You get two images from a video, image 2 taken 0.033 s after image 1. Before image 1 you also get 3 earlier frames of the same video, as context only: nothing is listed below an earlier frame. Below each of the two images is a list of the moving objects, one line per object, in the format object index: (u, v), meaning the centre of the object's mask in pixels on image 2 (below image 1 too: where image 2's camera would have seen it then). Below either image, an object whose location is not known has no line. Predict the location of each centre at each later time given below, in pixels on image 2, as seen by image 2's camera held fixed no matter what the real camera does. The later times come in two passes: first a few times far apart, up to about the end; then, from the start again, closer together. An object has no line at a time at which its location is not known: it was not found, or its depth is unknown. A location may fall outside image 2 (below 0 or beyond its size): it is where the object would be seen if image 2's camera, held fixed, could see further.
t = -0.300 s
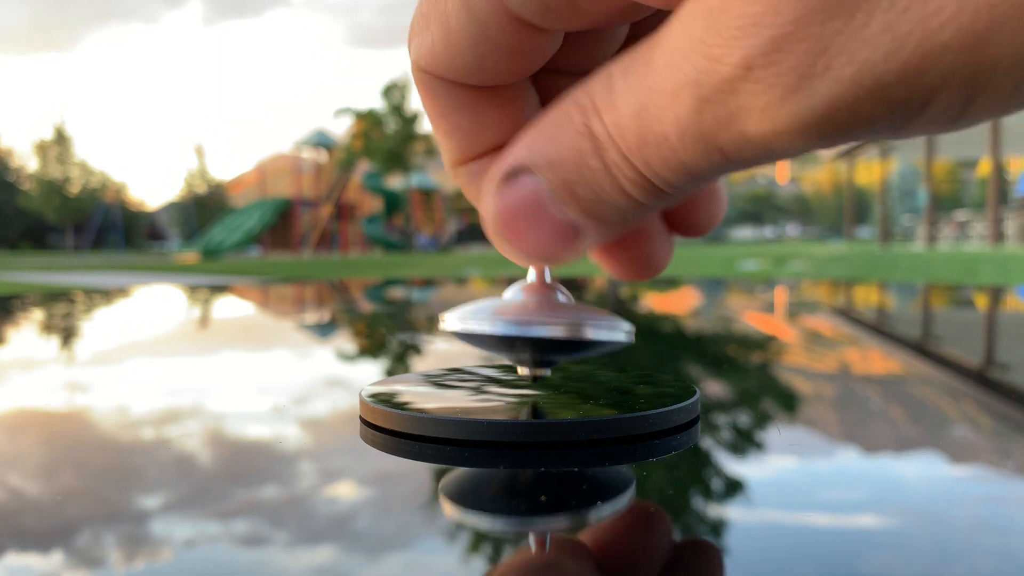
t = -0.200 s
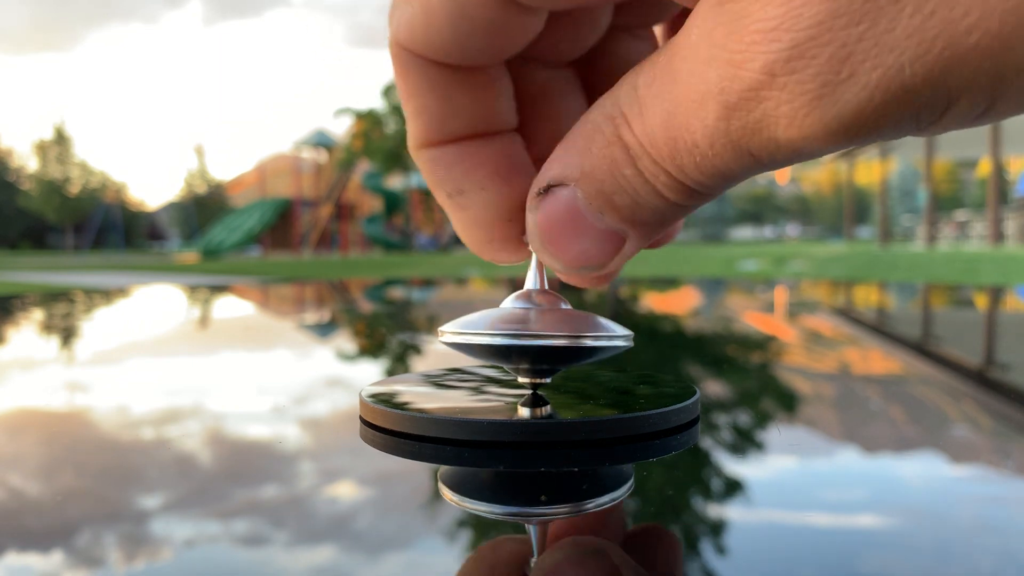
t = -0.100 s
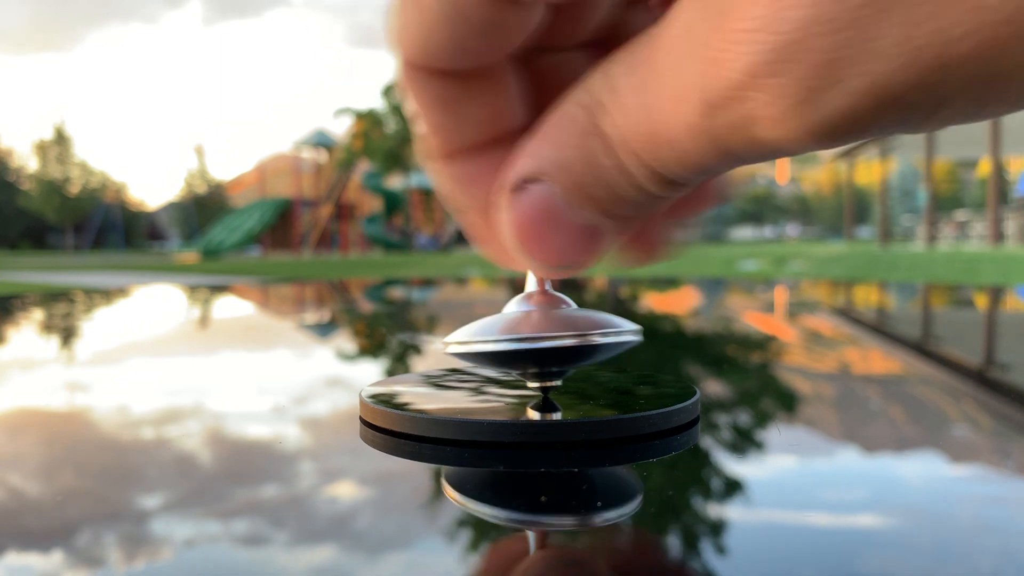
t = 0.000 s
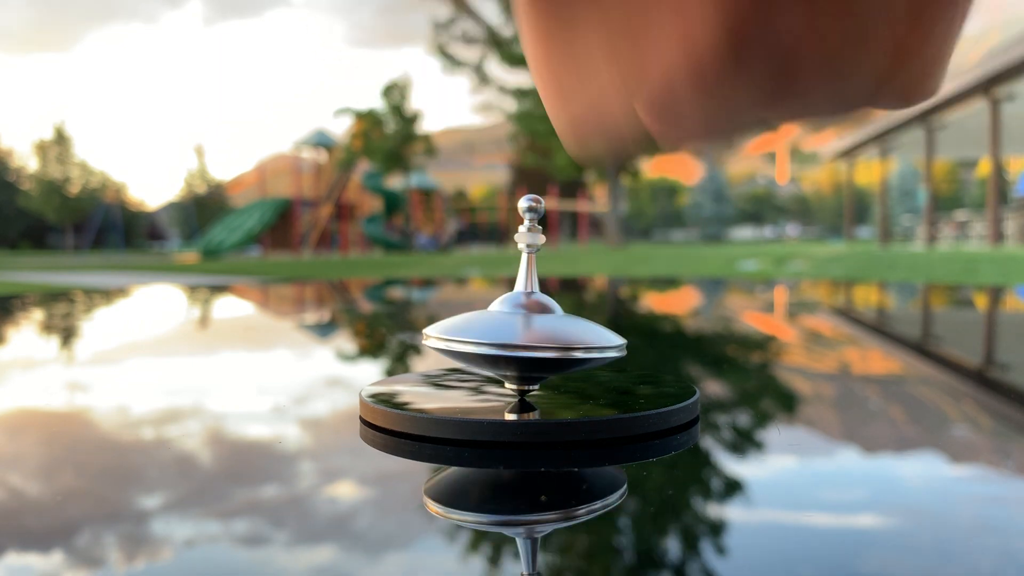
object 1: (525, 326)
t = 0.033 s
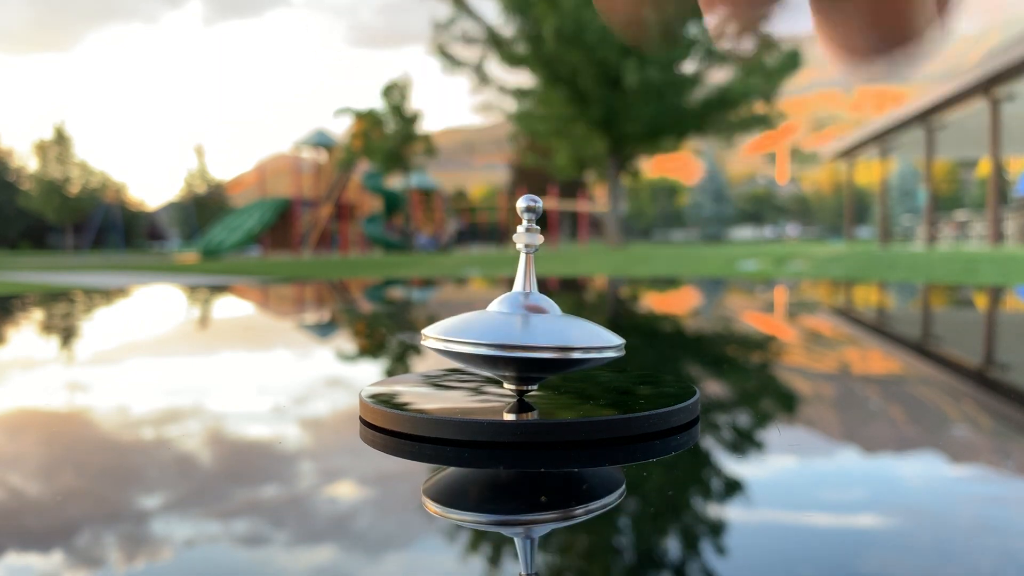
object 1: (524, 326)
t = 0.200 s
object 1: (519, 325)
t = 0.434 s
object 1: (518, 325)
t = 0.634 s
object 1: (521, 325)
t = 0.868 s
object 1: (523, 325)
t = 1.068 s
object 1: (521, 326)
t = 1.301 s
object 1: (517, 327)
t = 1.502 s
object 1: (507, 327)
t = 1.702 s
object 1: (497, 328)
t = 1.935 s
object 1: (485, 328)
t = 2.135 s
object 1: (480, 327)
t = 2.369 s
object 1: (477, 327)
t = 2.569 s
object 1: (480, 327)
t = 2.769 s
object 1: (485, 327)
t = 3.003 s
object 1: (492, 327)
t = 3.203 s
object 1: (496, 328)
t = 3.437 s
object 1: (496, 329)
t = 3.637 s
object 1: (493, 329)
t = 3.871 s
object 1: (485, 330)
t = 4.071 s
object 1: (480, 330)
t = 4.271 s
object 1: (475, 329)
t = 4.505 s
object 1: (475, 329)
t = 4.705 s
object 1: (480, 329)
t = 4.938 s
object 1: (489, 329)
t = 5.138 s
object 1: (498, 328)
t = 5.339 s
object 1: (505, 329)
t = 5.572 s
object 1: (505, 330)
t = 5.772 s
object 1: (501, 330)
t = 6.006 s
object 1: (491, 331)
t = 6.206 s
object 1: (483, 331)
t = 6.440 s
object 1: (477, 330)
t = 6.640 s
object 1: (477, 329)
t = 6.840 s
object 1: (481, 329)
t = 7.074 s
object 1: (490, 328)
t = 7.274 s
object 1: (499, 329)
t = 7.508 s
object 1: (506, 329)
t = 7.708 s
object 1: (506, 330)
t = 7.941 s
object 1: (499, 330)
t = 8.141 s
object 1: (489, 330)
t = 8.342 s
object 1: (481, 330)
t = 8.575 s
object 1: (475, 329)
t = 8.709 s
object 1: (475, 329)
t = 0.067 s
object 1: (523, 326)
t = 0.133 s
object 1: (520, 325)
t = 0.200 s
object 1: (519, 325)
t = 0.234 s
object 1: (519, 325)
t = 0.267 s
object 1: (519, 325)
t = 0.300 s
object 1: (518, 325)
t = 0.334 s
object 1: (518, 325)
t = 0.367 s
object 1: (518, 325)
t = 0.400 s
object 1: (518, 325)
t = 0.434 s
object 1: (518, 325)
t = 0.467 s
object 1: (519, 325)
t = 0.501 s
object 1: (519, 325)
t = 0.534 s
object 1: (519, 325)
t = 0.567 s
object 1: (520, 325)
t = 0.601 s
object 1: (520, 325)
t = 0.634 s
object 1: (521, 325)
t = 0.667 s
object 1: (522, 325)
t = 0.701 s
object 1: (522, 325)
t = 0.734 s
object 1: (522, 325)
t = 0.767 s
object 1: (522, 325)
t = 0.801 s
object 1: (523, 325)
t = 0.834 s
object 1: (523, 325)
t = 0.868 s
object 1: (523, 325)
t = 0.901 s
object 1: (523, 325)
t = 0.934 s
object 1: (523, 325)
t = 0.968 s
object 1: (523, 326)
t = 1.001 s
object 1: (522, 326)
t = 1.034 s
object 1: (522, 326)
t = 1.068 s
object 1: (521, 326)
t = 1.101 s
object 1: (521, 326)
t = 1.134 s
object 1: (520, 327)
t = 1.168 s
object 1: (520, 327)
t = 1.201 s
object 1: (520, 327)
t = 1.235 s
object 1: (519, 327)
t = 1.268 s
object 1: (518, 327)
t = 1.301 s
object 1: (517, 327)
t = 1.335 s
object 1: (515, 327)
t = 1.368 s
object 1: (514, 327)
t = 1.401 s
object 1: (512, 327)
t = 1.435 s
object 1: (511, 327)
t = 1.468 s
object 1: (509, 328)
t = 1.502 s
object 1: (507, 327)
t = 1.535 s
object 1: (506, 328)
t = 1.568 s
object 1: (504, 328)
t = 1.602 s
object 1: (502, 328)
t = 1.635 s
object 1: (501, 328)
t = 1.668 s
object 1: (499, 328)
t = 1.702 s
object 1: (497, 328)
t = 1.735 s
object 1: (495, 328)
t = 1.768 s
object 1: (493, 328)
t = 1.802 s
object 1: (492, 328)
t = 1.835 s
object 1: (490, 328)
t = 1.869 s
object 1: (489, 328)
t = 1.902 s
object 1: (487, 328)
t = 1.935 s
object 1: (485, 328)
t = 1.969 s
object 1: (485, 328)
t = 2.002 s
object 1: (484, 328)
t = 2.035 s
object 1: (483, 328)
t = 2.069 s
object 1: (482, 328)
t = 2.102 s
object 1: (481, 327)
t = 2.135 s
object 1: (480, 327)
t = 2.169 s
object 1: (479, 327)
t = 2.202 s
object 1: (479, 327)
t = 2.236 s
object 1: (478, 327)
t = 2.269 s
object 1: (478, 327)
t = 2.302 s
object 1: (477, 327)
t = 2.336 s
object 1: (477, 327)
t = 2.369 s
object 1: (477, 327)
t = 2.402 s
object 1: (478, 327)
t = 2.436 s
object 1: (478, 327)
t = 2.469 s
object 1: (478, 327)
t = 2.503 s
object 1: (479, 327)
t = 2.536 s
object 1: (479, 327)
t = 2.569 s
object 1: (480, 327)
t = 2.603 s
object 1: (481, 327)
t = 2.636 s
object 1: (482, 327)
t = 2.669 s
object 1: (482, 327)
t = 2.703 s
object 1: (483, 327)
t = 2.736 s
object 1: (484, 327)
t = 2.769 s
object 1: (485, 327)
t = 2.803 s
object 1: (486, 327)
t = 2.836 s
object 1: (487, 327)
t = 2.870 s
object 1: (488, 327)
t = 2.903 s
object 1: (489, 327)
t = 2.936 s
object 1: (490, 327)
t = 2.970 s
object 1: (491, 327)
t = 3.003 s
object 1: (492, 327)
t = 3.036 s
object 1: (493, 327)
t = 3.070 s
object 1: (493, 327)
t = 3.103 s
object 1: (494, 327)
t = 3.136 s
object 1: (495, 328)
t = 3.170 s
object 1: (495, 328)
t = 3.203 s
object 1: (496, 328)
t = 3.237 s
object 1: (496, 328)
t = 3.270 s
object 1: (496, 328)
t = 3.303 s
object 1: (496, 328)
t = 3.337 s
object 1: (496, 329)
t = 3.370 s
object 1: (496, 329)
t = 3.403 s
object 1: (496, 329)
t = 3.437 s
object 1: (496, 329)
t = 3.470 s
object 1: (496, 329)
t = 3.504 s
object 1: (496, 329)
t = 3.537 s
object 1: (495, 329)
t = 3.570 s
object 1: (495, 329)
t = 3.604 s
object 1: (494, 329)
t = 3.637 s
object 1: (493, 329)
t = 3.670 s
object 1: (492, 329)
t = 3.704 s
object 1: (491, 330)
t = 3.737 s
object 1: (490, 330)
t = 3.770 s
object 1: (489, 330)
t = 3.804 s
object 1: (488, 330)
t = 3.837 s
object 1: (487, 330)
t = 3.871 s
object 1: (485, 330)
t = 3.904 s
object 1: (484, 330)
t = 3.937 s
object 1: (483, 330)
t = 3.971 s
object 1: (482, 330)
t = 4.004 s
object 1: (481, 330)
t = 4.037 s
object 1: (480, 330)
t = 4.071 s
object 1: (480, 330)
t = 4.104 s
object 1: (479, 330)
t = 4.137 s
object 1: (478, 330)
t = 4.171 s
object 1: (477, 330)
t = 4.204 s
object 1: (476, 330)
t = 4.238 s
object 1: (476, 330)
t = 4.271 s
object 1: (475, 329)
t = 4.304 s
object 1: (475, 329)
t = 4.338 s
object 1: (475, 329)
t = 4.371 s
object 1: (475, 329)
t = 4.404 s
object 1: (475, 329)
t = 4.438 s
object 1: (474, 329)
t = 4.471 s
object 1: (475, 329)
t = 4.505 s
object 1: (475, 329)
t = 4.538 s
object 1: (475, 329)
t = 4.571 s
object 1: (476, 329)
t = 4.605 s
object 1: (477, 329)
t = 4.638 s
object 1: (478, 329)
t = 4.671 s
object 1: (479, 329)
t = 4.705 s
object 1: (480, 329)
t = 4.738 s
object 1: (481, 329)
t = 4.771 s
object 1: (482, 329)
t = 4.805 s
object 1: (483, 329)
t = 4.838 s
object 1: (485, 329)
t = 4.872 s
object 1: (486, 329)
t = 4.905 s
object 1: (487, 329)
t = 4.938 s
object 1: (489, 329)
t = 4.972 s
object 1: (490, 329)
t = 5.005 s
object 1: (492, 329)
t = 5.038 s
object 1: (493, 329)
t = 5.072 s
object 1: (495, 328)
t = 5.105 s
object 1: (497, 328)
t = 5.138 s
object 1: (498, 328)
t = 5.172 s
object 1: (498, 329)
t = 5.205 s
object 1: (500, 328)
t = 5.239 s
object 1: (501, 329)
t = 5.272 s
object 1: (502, 329)
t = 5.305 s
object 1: (504, 329)
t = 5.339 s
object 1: (505, 329)
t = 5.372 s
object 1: (504, 329)
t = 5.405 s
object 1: (506, 329)
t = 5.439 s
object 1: (506, 329)
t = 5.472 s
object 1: (505, 329)
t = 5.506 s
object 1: (506, 329)
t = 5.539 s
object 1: (505, 330)
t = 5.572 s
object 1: (505, 330)
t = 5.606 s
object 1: (505, 330)
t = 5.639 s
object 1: (504, 330)
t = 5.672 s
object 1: (504, 330)
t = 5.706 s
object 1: (503, 330)
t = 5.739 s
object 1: (502, 330)
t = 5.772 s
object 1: (501, 330)
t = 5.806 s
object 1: (500, 330)
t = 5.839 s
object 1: (498, 331)
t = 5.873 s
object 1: (497, 331)
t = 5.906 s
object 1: (496, 330)
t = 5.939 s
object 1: (494, 331)
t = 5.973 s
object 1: (493, 331)
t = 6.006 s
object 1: (491, 331)
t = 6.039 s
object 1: (490, 331)
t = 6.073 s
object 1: (489, 331)
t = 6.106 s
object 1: (487, 331)
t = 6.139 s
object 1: (486, 331)
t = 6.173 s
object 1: (484, 331)
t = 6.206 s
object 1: (483, 331)
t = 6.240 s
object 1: (482, 330)
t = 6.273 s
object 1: (481, 330)
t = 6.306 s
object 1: (480, 330)
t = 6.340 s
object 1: (479, 330)
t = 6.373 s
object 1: (478, 330)
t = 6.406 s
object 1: (478, 330)
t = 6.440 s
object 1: (477, 330)
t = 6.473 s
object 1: (477, 330)
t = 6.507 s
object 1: (476, 330)
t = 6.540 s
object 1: (476, 329)
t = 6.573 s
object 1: (476, 329)
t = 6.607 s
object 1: (476, 329)
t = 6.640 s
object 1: (477, 329)
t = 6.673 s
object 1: (477, 329)
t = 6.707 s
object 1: (478, 329)
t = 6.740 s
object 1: (478, 329)
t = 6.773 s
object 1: (479, 329)
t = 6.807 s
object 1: (480, 329)
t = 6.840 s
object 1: (481, 329)
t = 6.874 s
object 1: (482, 329)
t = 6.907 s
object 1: (483, 329)
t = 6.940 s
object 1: (484, 328)
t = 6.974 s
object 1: (486, 328)
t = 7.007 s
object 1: (488, 328)
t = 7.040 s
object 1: (489, 328)
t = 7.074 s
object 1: (490, 328)
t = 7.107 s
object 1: (492, 328)
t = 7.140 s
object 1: (493, 328)
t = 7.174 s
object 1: (495, 328)
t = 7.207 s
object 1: (497, 328)
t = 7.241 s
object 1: (498, 328)
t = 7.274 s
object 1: (499, 329)
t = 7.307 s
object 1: (501, 329)
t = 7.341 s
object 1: (502, 329)
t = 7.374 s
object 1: (503, 329)
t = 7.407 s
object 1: (504, 329)
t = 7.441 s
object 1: (505, 329)
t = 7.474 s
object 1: (505, 329)
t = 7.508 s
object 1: (506, 329)
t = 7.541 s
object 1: (506, 329)
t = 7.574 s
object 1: (507, 329)
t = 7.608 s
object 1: (507, 329)
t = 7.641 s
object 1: (507, 330)
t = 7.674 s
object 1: (506, 330)
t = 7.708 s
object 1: (506, 330)
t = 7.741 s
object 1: (505, 330)
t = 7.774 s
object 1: (505, 330)
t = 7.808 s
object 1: (504, 330)
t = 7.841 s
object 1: (503, 330)
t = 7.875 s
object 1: (501, 330)
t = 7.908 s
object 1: (500, 330)
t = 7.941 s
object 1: (499, 330)
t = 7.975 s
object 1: (498, 330)
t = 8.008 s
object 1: (496, 330)
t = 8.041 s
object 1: (494, 330)
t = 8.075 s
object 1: (493, 331)
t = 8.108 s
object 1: (491, 331)
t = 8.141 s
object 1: (489, 330)
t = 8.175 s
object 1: (488, 330)
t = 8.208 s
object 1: (486, 331)
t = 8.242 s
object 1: (485, 330)
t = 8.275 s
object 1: (483, 330)
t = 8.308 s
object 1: (482, 331)
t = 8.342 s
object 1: (481, 330)
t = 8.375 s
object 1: (479, 330)
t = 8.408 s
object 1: (478, 330)
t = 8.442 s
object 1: (477, 330)
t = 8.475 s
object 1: (476, 330)
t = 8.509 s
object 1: (476, 330)
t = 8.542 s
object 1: (475, 330)
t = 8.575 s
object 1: (475, 329)
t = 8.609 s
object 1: (475, 329)
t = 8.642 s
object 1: (474, 329)
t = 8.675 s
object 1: (474, 329)
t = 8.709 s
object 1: (475, 329)
